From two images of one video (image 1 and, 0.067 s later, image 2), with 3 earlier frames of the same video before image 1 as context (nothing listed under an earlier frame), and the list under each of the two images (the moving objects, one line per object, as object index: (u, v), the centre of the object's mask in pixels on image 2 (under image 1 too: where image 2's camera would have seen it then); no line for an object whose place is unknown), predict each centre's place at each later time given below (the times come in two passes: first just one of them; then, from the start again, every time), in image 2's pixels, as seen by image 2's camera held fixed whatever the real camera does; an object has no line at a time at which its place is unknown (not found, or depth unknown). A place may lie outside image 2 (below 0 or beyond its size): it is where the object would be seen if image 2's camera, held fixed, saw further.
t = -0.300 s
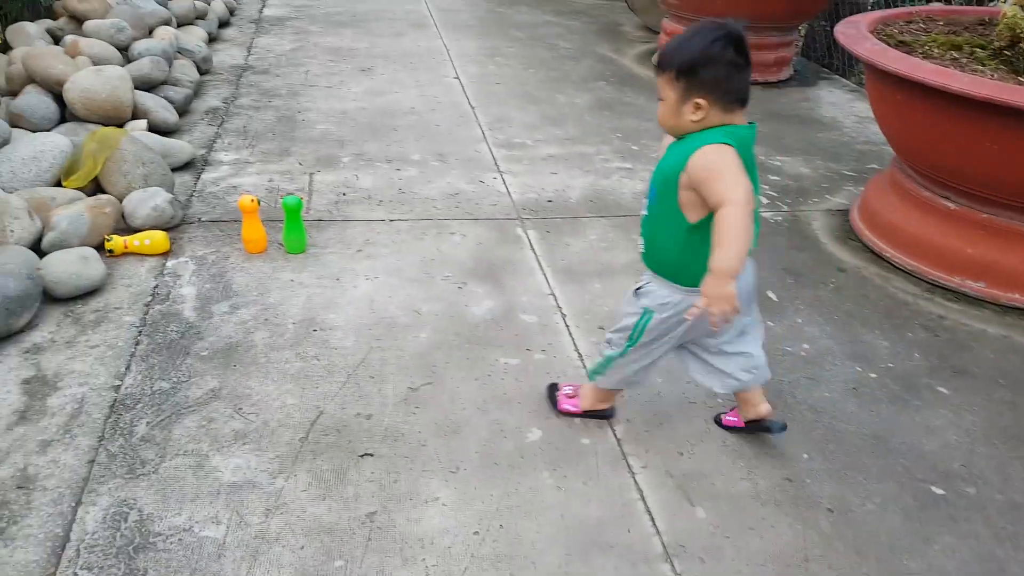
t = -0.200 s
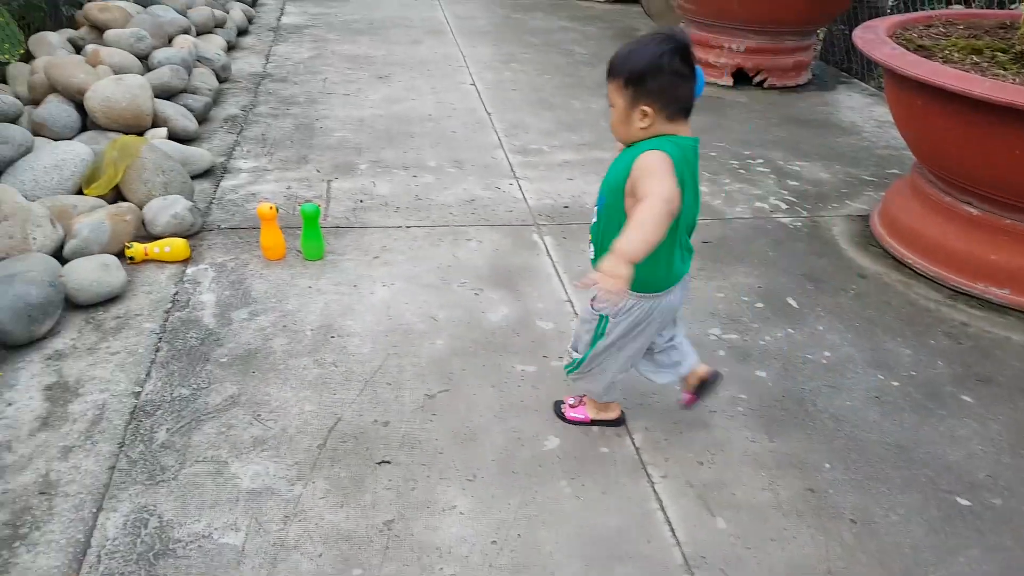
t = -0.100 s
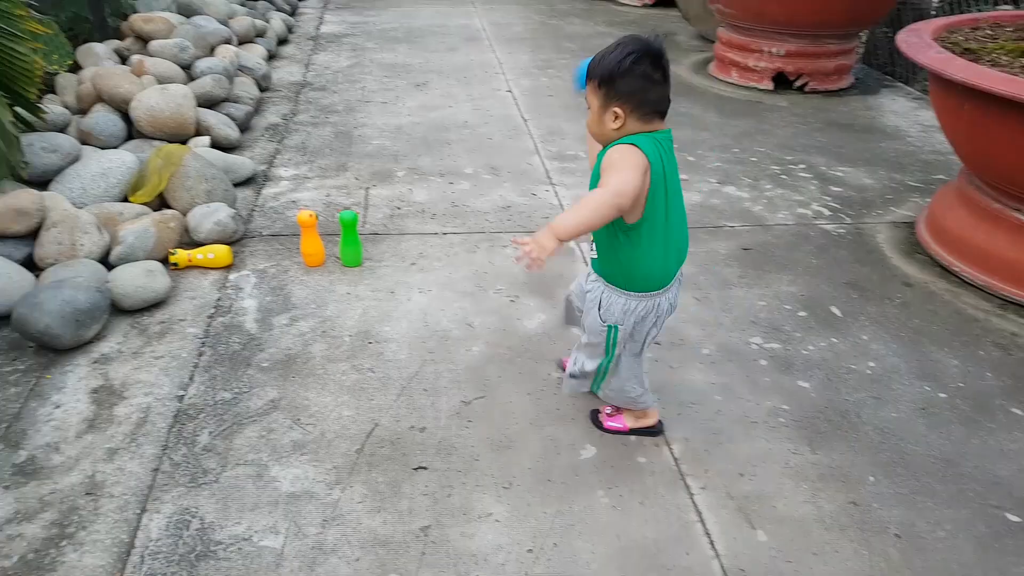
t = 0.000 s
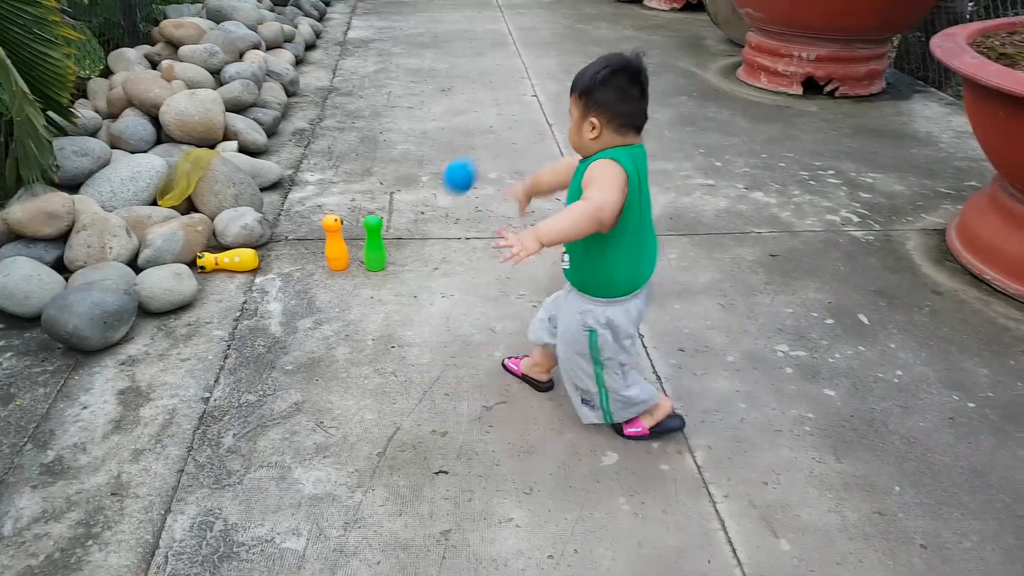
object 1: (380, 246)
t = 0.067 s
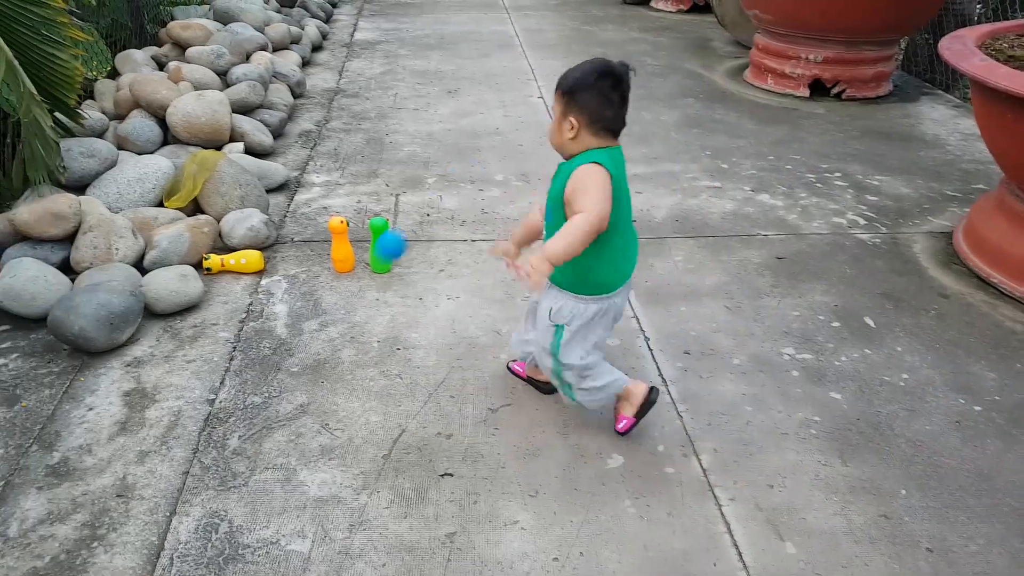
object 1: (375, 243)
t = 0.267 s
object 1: (392, 219)
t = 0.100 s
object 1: (381, 241)
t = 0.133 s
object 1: (383, 233)
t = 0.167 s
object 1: (385, 229)
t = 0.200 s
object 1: (388, 226)
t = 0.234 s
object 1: (390, 223)
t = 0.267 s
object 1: (392, 219)
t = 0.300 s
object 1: (394, 217)
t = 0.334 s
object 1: (397, 209)
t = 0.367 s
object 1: (399, 204)
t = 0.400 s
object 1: (402, 201)
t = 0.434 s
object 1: (405, 201)
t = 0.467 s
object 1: (409, 203)
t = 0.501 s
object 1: (412, 207)
